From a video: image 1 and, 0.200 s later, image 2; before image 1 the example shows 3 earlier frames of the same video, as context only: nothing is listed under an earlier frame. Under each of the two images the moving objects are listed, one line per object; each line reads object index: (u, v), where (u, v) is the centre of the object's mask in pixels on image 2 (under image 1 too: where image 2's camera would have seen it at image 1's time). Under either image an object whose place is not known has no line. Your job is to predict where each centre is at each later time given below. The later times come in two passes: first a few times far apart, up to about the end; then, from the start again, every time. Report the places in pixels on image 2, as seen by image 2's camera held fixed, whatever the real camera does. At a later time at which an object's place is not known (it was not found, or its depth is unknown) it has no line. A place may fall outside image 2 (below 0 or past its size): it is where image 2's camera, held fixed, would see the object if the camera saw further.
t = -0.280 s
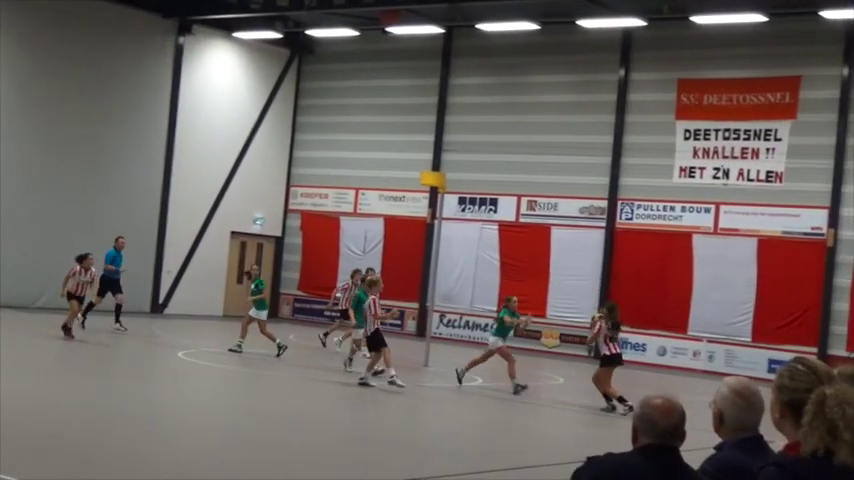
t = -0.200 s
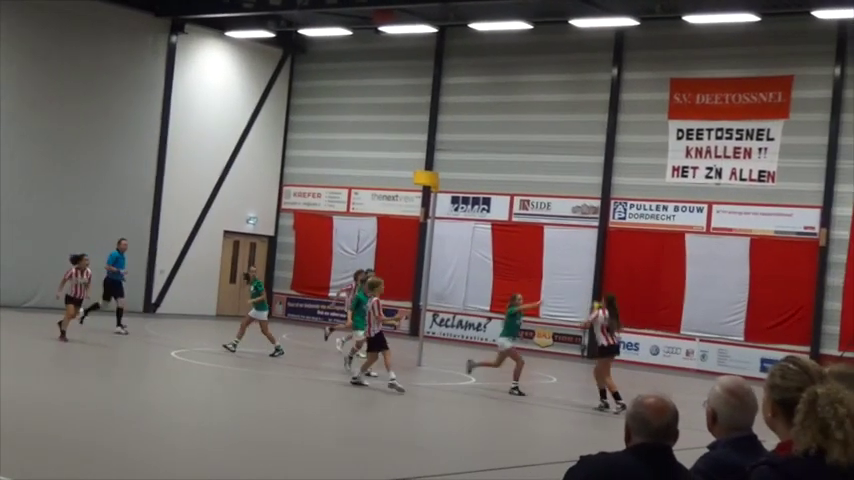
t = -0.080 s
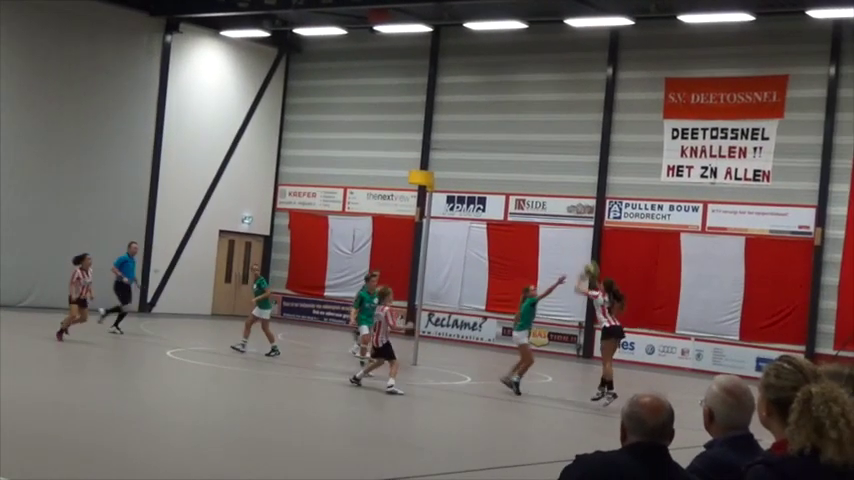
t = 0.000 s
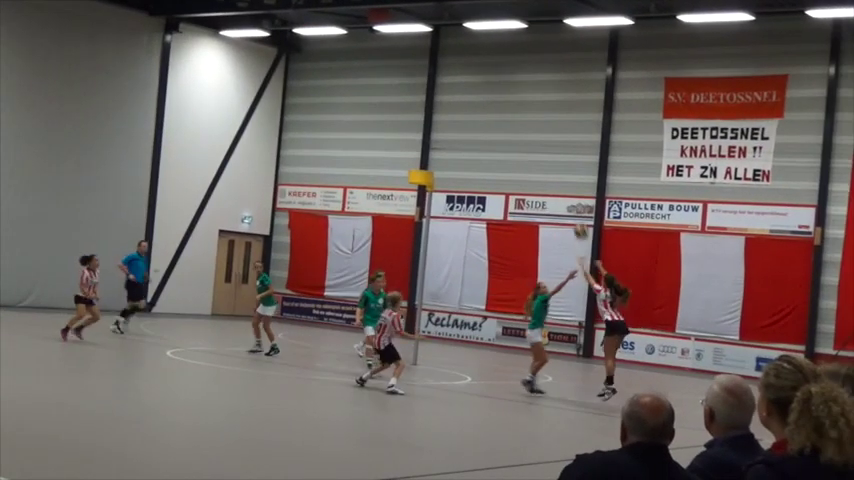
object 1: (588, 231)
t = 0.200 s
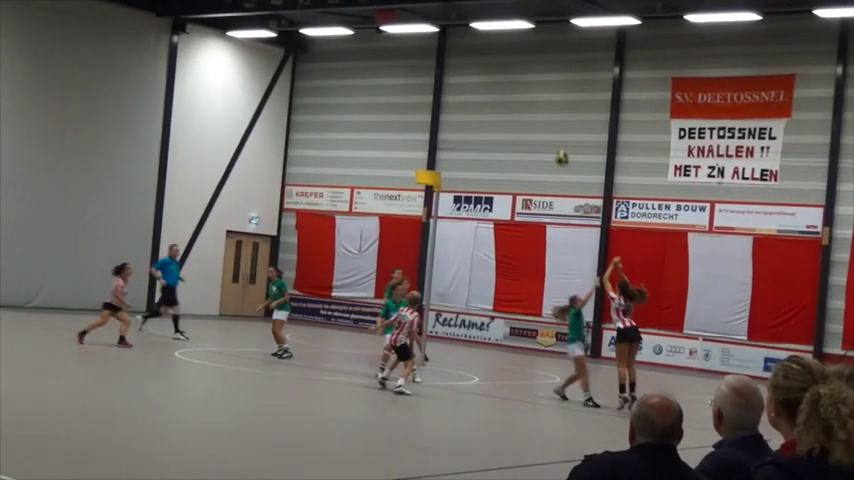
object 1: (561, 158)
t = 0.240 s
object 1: (556, 147)
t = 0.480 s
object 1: (525, 107)
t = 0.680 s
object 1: (500, 102)
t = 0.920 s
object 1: (470, 125)
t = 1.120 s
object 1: (445, 166)
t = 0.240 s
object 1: (556, 147)
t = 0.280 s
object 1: (551, 138)
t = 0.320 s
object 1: (546, 129)
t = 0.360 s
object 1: (541, 122)
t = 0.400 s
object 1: (536, 116)
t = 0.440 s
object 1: (531, 111)
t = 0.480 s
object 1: (525, 107)
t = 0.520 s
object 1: (520, 104)
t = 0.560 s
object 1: (515, 102)
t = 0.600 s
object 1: (511, 101)
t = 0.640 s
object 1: (506, 101)
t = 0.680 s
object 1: (500, 102)
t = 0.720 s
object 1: (495, 103)
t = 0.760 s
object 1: (490, 106)
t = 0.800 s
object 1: (485, 110)
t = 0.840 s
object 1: (480, 113)
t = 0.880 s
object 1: (475, 119)
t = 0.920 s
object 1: (470, 125)
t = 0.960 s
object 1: (465, 132)
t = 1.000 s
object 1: (460, 139)
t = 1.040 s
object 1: (455, 148)
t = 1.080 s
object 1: (450, 157)
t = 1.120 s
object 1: (445, 166)
